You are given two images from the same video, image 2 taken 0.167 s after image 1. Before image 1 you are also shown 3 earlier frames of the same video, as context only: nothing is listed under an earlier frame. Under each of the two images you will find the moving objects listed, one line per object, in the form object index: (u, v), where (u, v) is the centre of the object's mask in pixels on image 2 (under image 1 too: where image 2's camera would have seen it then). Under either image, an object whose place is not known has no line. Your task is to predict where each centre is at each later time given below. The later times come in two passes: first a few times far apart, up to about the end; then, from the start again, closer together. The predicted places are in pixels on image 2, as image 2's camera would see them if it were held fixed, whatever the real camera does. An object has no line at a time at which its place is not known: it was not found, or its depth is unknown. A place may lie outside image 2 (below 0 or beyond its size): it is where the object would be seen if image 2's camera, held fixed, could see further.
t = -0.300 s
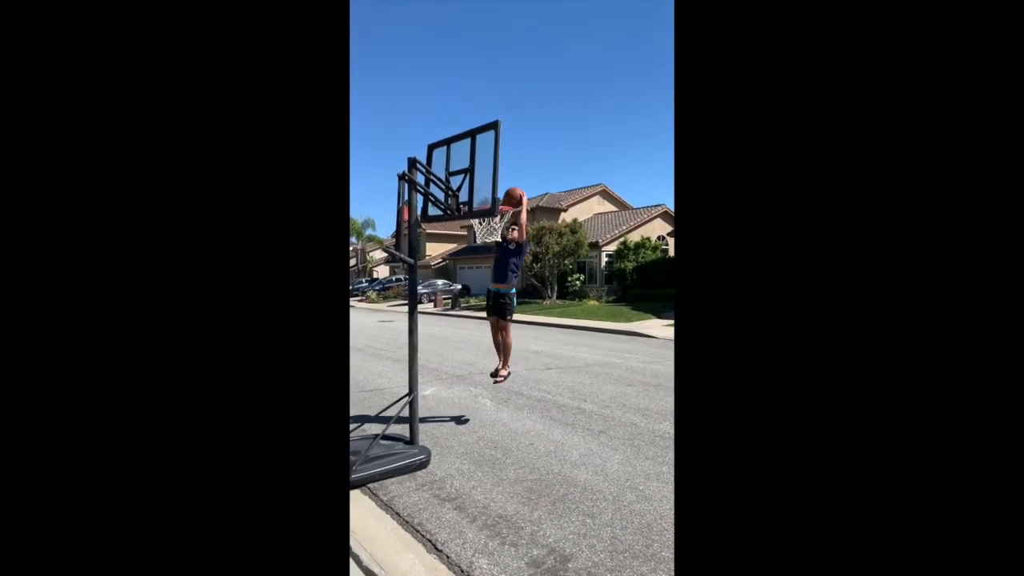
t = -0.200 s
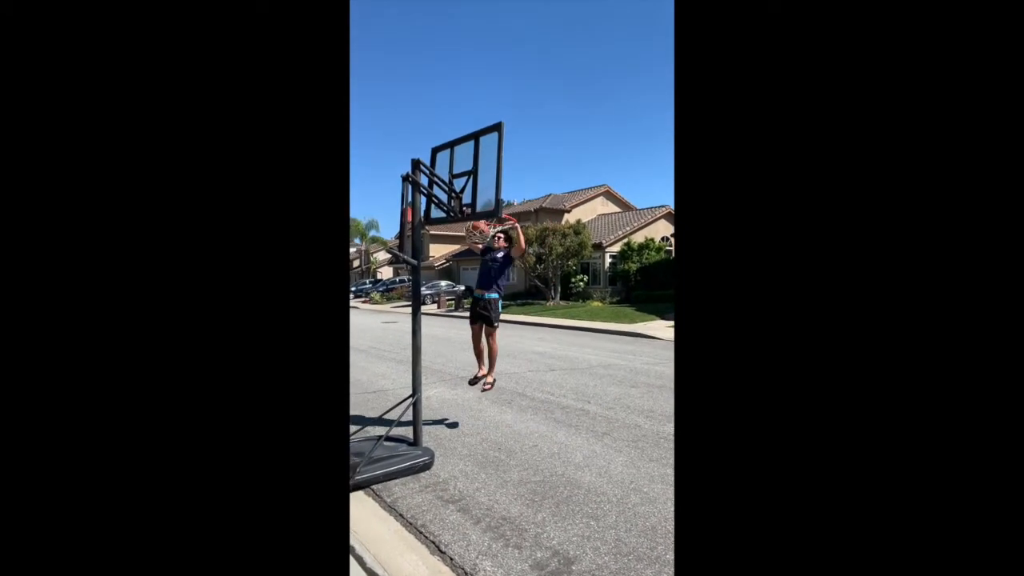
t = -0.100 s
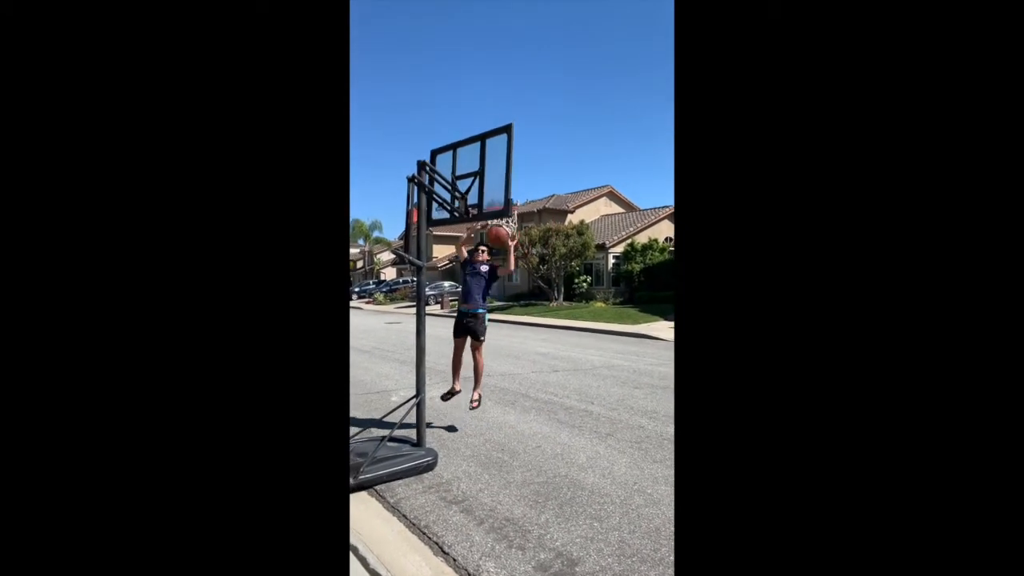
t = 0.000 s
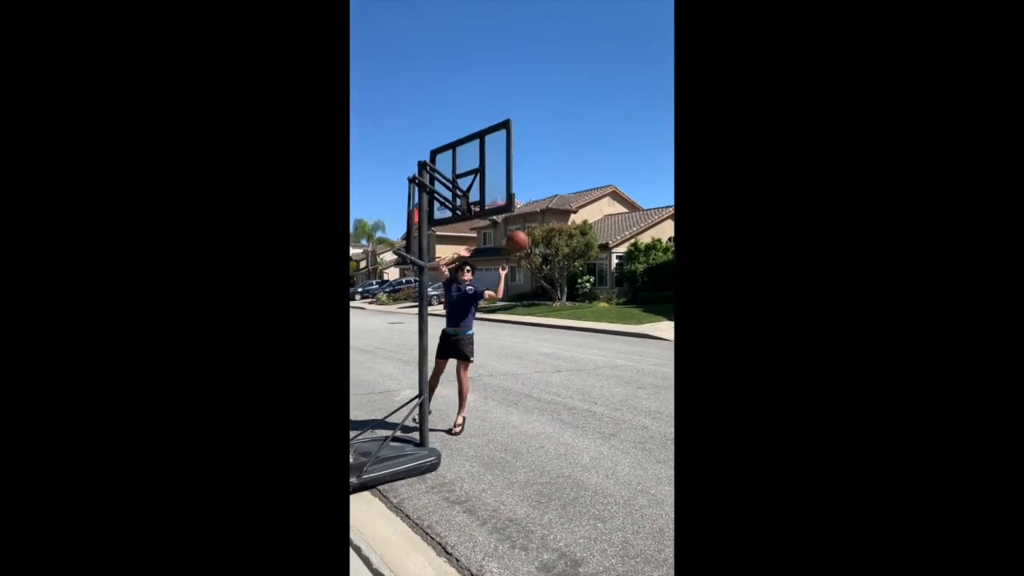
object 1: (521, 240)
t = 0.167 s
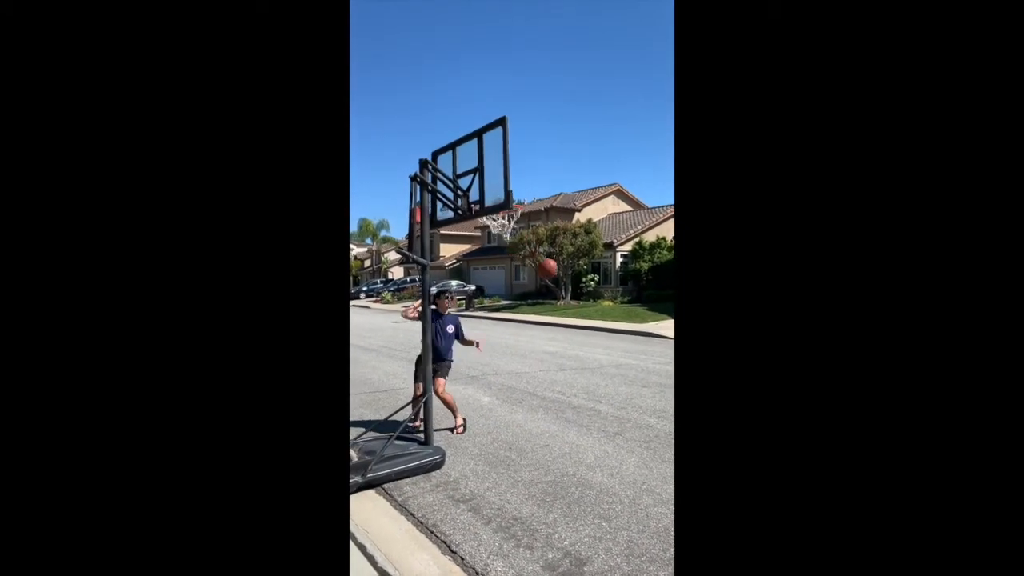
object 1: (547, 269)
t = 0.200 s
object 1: (552, 278)
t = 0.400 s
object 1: (579, 343)
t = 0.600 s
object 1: (600, 377)
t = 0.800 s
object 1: (614, 315)
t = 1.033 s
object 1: (627, 288)
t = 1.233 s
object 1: (639, 295)
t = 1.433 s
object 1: (650, 329)
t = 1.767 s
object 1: (665, 342)
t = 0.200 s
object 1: (552, 278)
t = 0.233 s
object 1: (557, 286)
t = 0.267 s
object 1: (561, 296)
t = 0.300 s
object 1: (566, 307)
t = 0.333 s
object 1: (570, 319)
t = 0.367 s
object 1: (574, 331)
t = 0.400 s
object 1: (579, 343)
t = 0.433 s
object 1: (583, 357)
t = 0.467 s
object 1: (587, 371)
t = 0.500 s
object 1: (592, 387)
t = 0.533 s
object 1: (596, 403)
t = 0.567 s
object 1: (598, 391)
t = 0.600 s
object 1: (600, 377)
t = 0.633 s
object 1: (602, 364)
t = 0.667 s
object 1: (605, 352)
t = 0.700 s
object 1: (607, 342)
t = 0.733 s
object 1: (609, 332)
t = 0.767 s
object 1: (611, 323)
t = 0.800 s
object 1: (614, 315)
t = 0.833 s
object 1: (616, 308)
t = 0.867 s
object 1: (618, 302)
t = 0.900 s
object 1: (619, 298)
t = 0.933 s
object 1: (621, 295)
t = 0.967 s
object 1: (623, 291)
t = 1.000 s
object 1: (625, 289)
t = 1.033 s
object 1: (627, 288)
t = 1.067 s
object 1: (628, 288)
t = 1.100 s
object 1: (630, 288)
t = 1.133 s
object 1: (632, 288)
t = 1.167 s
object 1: (635, 289)
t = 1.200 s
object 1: (636, 292)
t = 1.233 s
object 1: (639, 295)
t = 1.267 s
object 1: (641, 298)
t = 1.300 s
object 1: (643, 303)
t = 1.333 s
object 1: (645, 309)
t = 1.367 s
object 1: (646, 315)
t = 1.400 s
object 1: (648, 323)
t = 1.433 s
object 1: (650, 329)
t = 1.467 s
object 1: (651, 338)
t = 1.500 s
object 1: (654, 348)
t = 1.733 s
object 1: (664, 349)
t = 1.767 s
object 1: (665, 342)
